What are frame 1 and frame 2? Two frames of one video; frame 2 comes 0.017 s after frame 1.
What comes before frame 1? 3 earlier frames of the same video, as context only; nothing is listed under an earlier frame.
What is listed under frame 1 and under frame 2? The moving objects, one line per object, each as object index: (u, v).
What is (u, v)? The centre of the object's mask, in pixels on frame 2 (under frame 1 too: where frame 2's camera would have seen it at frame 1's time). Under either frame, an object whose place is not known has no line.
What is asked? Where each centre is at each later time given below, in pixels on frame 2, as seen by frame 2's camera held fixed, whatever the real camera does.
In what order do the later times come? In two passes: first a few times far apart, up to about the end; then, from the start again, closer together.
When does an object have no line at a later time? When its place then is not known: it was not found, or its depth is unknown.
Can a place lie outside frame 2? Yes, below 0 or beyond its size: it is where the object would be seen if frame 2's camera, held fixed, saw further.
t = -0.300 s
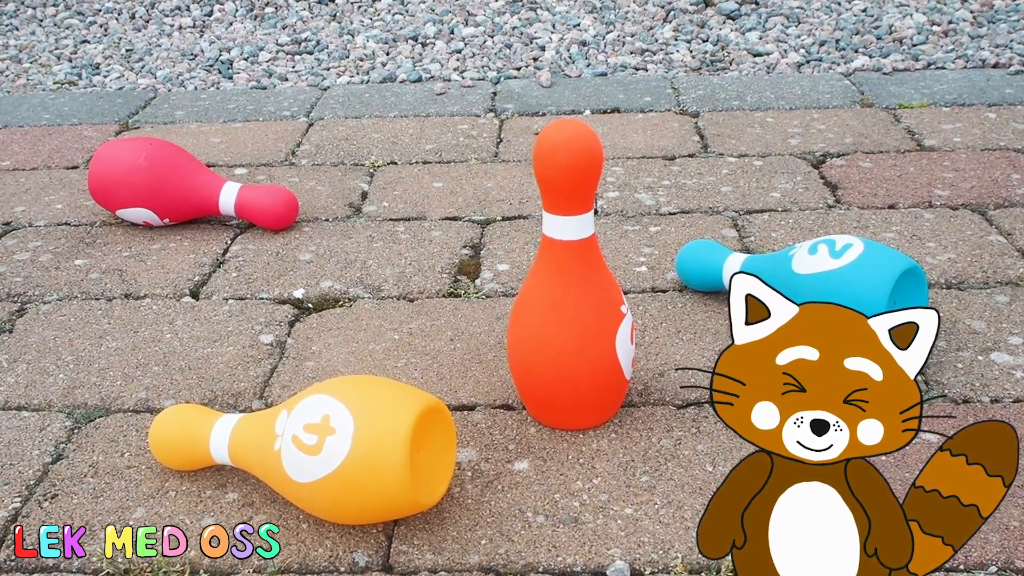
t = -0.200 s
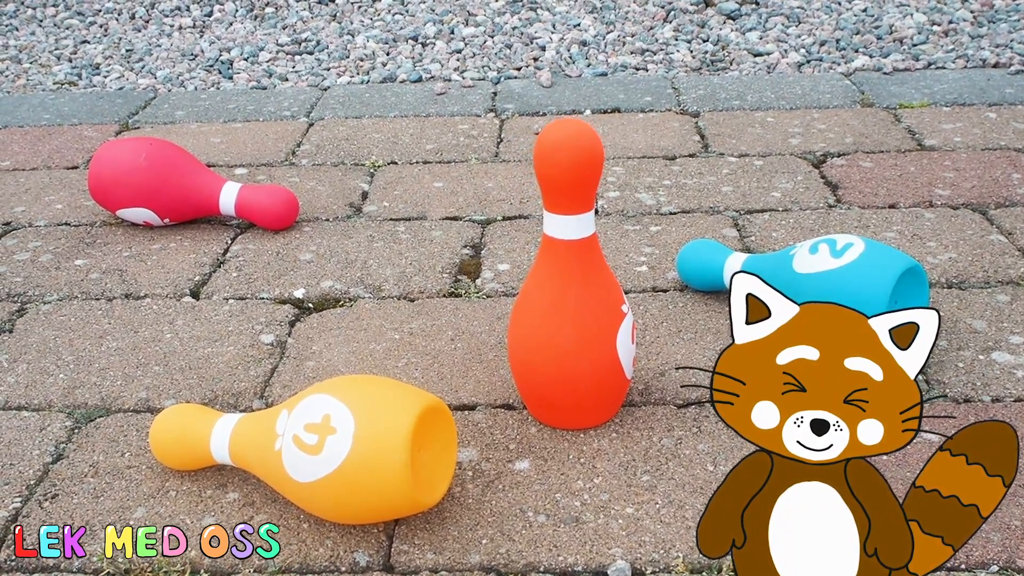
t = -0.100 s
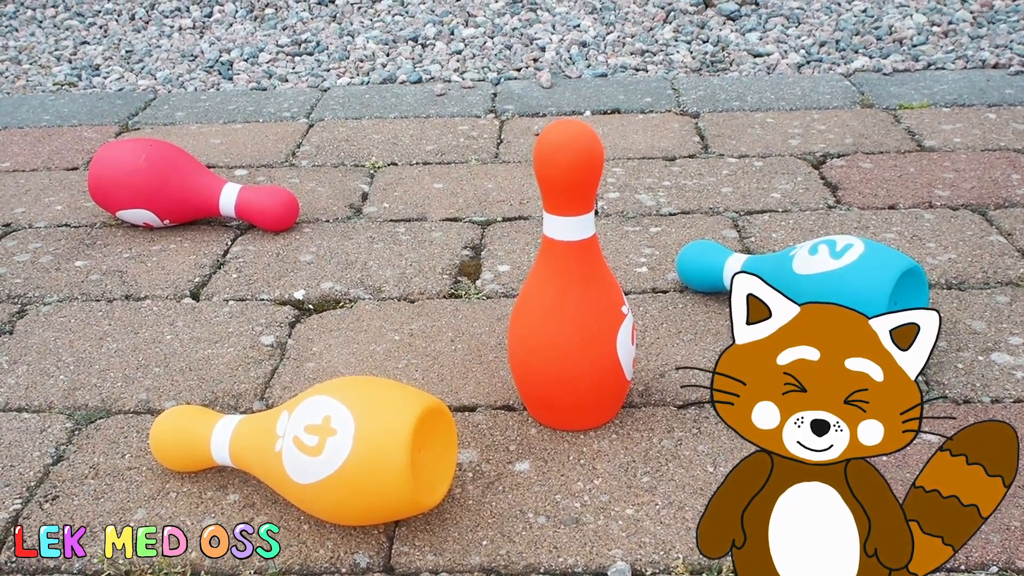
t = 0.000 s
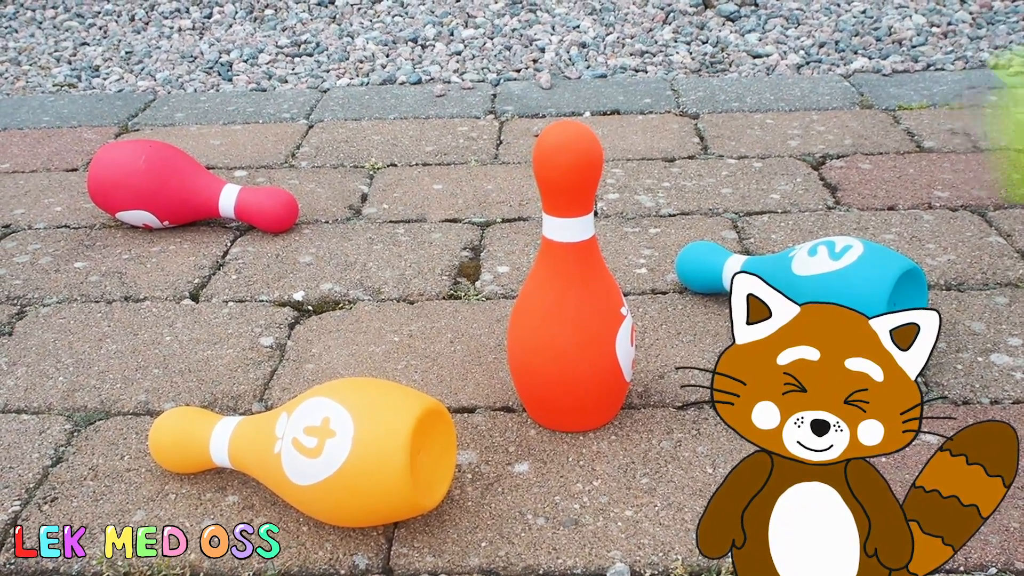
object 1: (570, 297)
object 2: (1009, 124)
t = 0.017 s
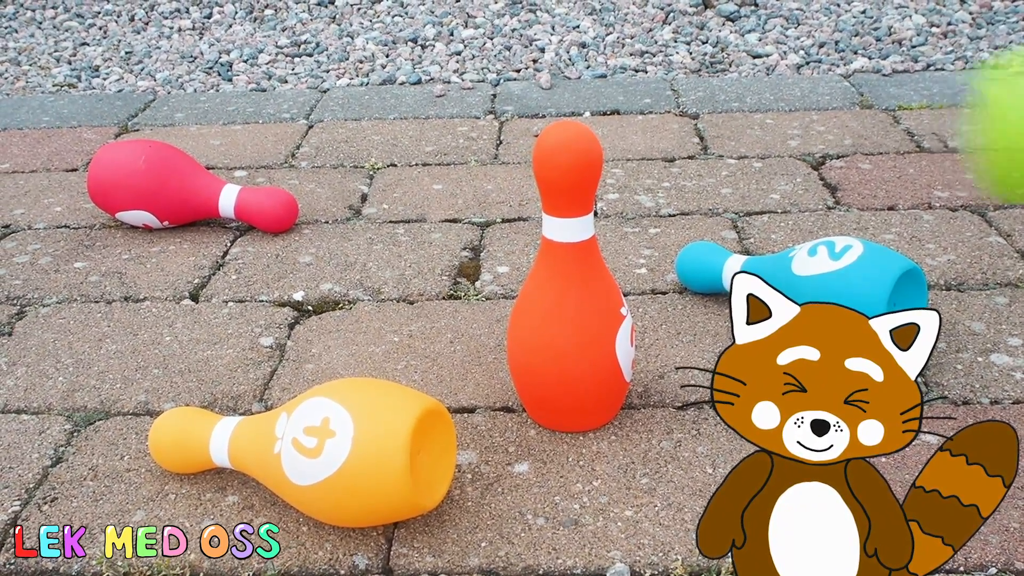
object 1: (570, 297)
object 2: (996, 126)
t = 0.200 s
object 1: (570, 297)
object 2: (786, 135)
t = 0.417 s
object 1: (524, 322)
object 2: (530, 170)
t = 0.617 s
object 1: (462, 315)
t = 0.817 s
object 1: (354, 323)
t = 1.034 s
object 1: (312, 328)
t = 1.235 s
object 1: (294, 336)
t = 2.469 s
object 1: (257, 355)
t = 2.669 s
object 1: (256, 355)
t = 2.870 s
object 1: (256, 353)
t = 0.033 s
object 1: (570, 297)
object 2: (987, 129)
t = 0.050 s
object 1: (570, 297)
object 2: (975, 127)
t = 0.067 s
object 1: (570, 297)
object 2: (963, 124)
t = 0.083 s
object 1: (570, 297)
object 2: (949, 122)
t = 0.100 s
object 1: (570, 297)
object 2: (935, 124)
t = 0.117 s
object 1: (570, 297)
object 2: (911, 125)
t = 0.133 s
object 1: (570, 297)
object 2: (886, 127)
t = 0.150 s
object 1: (570, 297)
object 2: (863, 128)
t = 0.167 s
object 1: (570, 297)
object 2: (837, 129)
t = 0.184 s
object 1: (570, 297)
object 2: (813, 132)
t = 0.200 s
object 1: (570, 297)
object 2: (786, 135)
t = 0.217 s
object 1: (570, 297)
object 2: (760, 137)
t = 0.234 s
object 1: (570, 297)
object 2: (734, 139)
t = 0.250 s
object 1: (568, 299)
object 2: (712, 144)
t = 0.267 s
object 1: (565, 301)
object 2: (686, 148)
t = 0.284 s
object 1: (563, 304)
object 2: (661, 151)
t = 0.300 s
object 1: (560, 309)
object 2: (639, 155)
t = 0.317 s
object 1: (553, 309)
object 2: (623, 156)
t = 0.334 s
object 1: (545, 305)
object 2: (607, 158)
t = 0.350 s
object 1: (538, 302)
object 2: (592, 160)
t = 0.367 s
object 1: (531, 299)
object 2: (576, 160)
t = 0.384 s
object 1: (525, 301)
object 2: (561, 164)
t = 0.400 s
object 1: (519, 301)
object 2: (545, 167)
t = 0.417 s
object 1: (524, 322)
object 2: (530, 170)
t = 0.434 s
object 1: (521, 325)
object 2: (511, 174)
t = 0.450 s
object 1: (518, 326)
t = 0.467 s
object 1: (513, 326)
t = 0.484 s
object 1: (509, 325)
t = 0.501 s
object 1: (504, 324)
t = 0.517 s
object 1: (499, 323)
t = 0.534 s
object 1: (493, 321)
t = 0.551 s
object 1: (488, 320)
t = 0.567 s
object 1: (482, 318)
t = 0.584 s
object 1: (475, 317)
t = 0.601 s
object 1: (469, 316)
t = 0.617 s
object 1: (462, 315)
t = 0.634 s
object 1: (455, 313)
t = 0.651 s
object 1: (445, 312)
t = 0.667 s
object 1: (437, 312)
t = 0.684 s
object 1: (427, 311)
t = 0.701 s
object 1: (419, 311)
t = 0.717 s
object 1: (410, 312)
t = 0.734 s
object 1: (401, 313)
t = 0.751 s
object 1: (389, 314)
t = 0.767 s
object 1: (379, 315)
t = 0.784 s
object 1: (372, 318)
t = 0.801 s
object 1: (364, 321)
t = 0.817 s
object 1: (354, 323)
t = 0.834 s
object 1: (345, 327)
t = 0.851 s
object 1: (341, 328)
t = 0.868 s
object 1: (338, 328)
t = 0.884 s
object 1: (334, 328)
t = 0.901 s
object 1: (330, 329)
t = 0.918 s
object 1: (327, 329)
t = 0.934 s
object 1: (324, 329)
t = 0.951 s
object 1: (321, 329)
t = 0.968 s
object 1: (318, 329)
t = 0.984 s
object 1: (317, 329)
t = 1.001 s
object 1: (315, 328)
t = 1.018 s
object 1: (313, 328)
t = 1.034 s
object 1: (312, 328)
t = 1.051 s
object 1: (310, 328)
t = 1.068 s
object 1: (308, 329)
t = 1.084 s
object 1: (307, 329)
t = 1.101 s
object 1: (305, 330)
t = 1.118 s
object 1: (304, 331)
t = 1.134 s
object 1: (302, 331)
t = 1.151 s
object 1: (300, 332)
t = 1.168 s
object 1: (299, 333)
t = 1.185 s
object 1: (298, 334)
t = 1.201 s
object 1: (296, 334)
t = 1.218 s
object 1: (295, 335)
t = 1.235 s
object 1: (294, 336)
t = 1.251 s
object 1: (292, 337)
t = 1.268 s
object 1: (291, 338)
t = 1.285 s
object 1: (289, 339)
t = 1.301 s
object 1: (288, 340)
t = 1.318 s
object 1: (287, 340)
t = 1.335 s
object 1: (286, 341)
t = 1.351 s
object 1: (285, 341)
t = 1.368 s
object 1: (284, 342)
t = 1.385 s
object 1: (283, 342)
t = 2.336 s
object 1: (257, 354)
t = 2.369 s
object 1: (257, 354)
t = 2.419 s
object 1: (257, 354)
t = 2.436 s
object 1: (257, 354)
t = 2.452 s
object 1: (257, 355)
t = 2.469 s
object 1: (257, 355)
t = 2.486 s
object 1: (257, 355)
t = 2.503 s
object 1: (256, 355)
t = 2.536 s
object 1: (256, 355)
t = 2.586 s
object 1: (256, 355)
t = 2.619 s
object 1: (256, 355)
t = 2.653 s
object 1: (256, 355)
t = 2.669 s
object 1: (256, 355)
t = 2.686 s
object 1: (256, 355)
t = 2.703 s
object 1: (255, 354)
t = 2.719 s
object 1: (255, 354)
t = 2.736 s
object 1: (255, 354)
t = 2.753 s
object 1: (255, 354)
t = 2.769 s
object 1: (255, 354)
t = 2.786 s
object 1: (256, 354)
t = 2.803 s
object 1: (256, 354)
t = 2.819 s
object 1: (256, 354)
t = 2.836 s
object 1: (256, 353)
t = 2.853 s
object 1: (256, 354)
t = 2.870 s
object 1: (256, 353)
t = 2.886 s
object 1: (256, 353)
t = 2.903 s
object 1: (256, 353)
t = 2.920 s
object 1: (257, 353)
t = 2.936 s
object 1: (257, 353)
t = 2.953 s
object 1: (257, 353)
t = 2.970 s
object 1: (257, 353)
